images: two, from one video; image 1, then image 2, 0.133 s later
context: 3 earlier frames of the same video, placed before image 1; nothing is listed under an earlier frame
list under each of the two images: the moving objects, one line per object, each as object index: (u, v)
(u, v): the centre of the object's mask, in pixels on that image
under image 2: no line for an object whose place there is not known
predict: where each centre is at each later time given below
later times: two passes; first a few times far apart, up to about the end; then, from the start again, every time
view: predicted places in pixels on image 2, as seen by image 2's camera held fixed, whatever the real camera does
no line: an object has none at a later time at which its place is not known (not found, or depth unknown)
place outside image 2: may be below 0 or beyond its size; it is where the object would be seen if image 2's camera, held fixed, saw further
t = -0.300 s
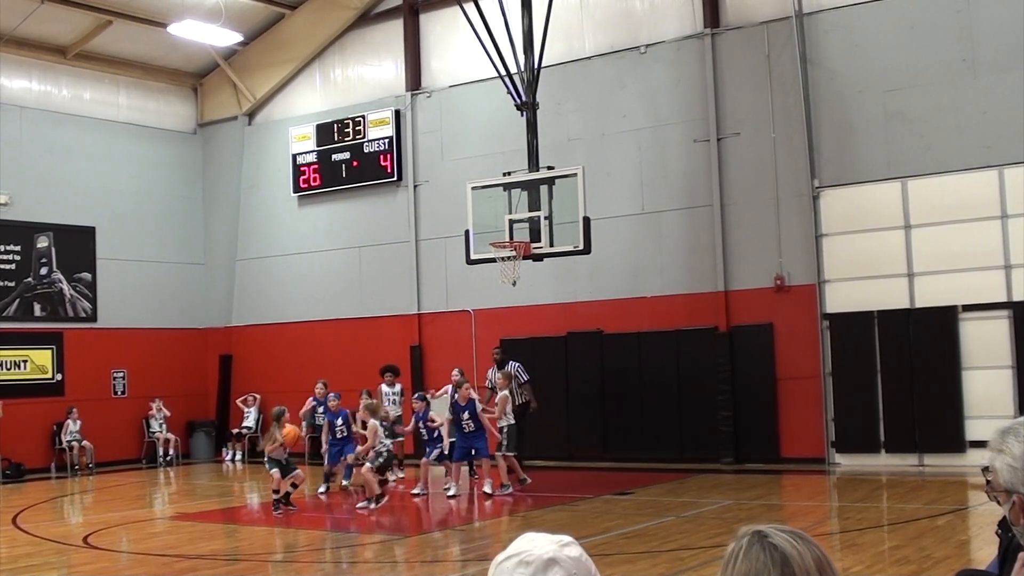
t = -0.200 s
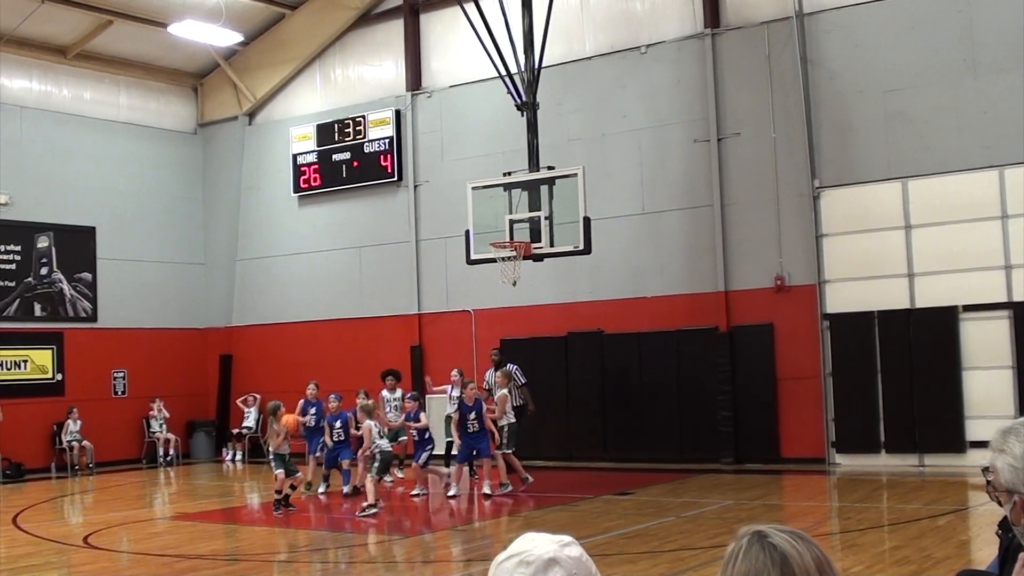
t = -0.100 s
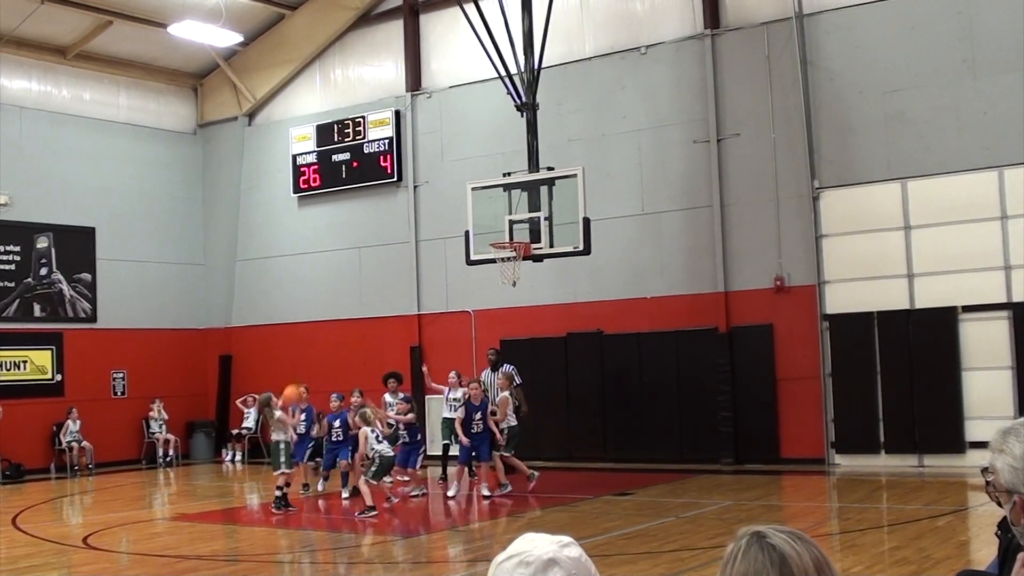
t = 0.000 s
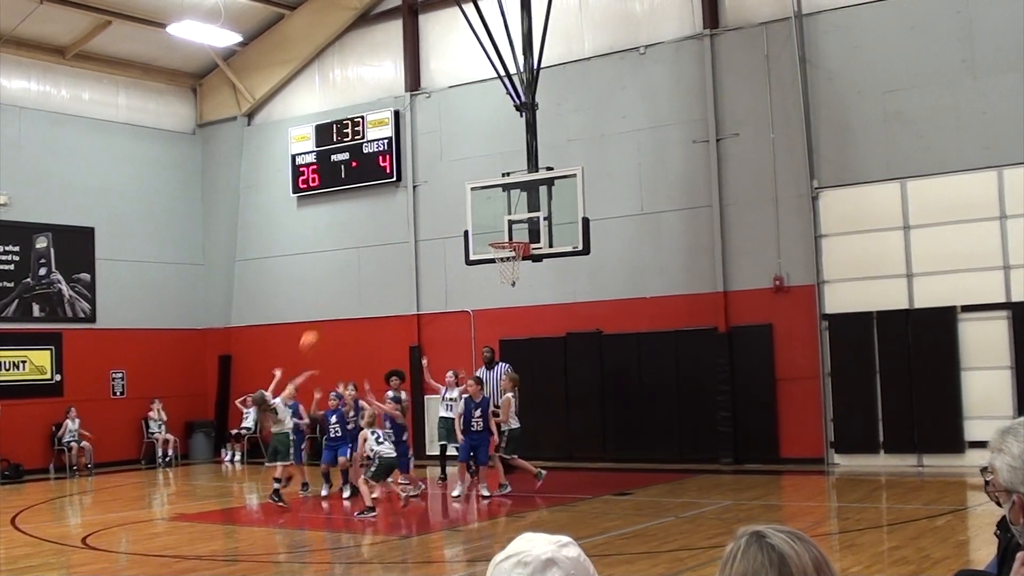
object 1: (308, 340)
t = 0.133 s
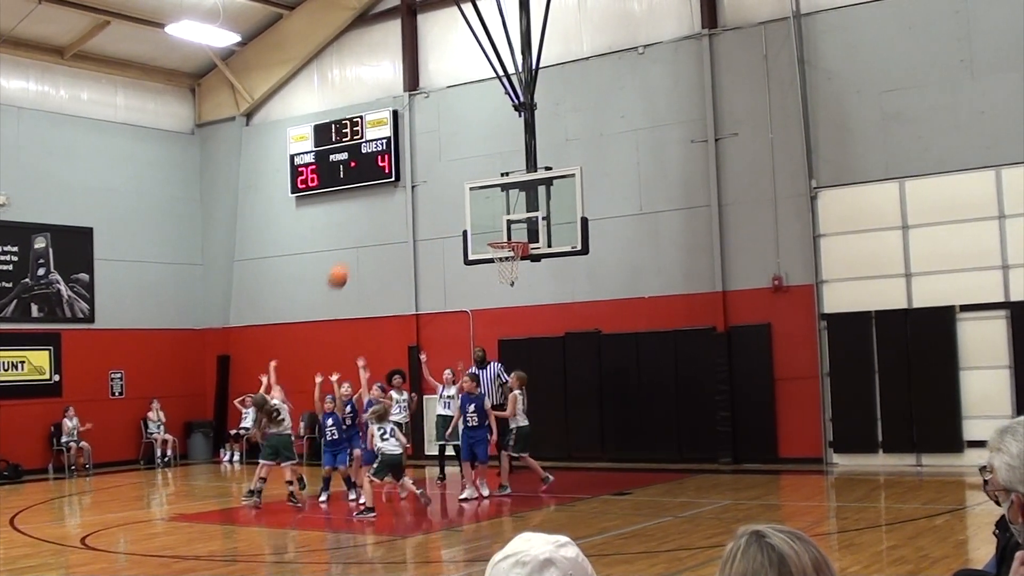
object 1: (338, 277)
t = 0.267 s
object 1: (365, 231)
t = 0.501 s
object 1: (411, 189)
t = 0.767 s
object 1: (461, 194)
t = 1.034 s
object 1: (508, 251)
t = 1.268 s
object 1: (514, 260)
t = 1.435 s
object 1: (506, 272)
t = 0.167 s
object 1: (344, 264)
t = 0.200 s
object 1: (351, 252)
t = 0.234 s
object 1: (358, 241)
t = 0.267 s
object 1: (365, 231)
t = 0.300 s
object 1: (371, 222)
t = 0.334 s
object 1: (378, 215)
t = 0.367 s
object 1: (385, 207)
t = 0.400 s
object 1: (391, 201)
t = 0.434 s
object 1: (397, 196)
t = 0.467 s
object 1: (404, 192)
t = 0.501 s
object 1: (411, 189)
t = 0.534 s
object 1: (417, 186)
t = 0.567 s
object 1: (424, 185)
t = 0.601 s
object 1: (430, 184)
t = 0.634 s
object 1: (436, 185)
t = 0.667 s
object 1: (442, 186)
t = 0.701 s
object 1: (448, 188)
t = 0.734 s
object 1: (455, 191)
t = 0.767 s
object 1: (461, 194)
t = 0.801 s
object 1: (467, 199)
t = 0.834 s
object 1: (473, 204)
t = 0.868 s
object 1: (479, 210)
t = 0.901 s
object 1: (485, 217)
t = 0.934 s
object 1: (491, 225)
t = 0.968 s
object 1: (497, 233)
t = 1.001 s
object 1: (504, 242)
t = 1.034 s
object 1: (508, 251)
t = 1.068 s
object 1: (513, 255)
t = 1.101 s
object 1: (517, 261)
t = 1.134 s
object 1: (518, 262)
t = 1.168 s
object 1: (517, 261)
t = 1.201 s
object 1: (516, 260)
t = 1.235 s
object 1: (515, 259)
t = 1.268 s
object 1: (514, 260)
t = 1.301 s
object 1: (513, 261)
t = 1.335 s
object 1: (511, 262)
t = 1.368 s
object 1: (509, 264)
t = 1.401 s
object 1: (507, 268)
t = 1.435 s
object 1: (506, 272)
